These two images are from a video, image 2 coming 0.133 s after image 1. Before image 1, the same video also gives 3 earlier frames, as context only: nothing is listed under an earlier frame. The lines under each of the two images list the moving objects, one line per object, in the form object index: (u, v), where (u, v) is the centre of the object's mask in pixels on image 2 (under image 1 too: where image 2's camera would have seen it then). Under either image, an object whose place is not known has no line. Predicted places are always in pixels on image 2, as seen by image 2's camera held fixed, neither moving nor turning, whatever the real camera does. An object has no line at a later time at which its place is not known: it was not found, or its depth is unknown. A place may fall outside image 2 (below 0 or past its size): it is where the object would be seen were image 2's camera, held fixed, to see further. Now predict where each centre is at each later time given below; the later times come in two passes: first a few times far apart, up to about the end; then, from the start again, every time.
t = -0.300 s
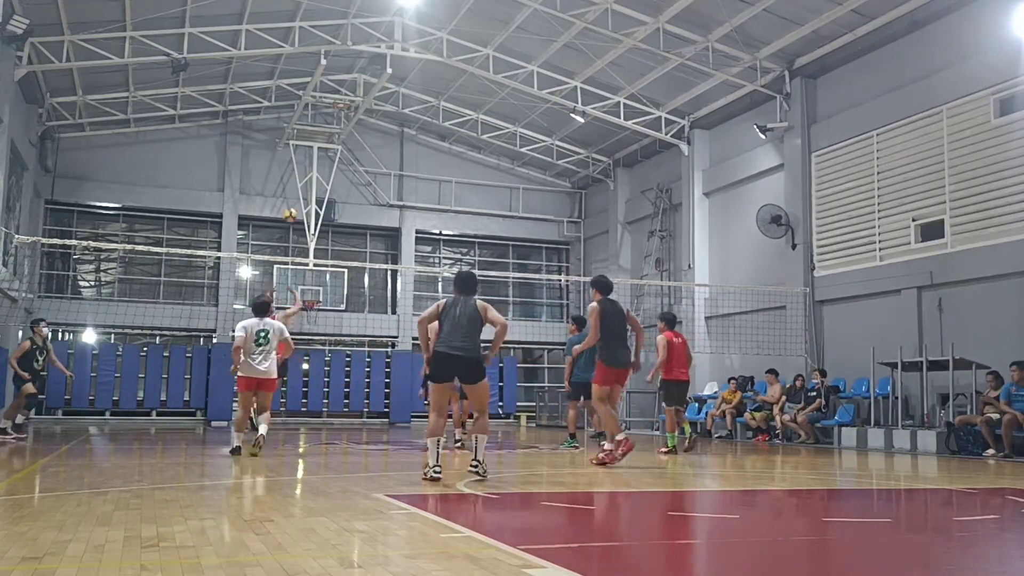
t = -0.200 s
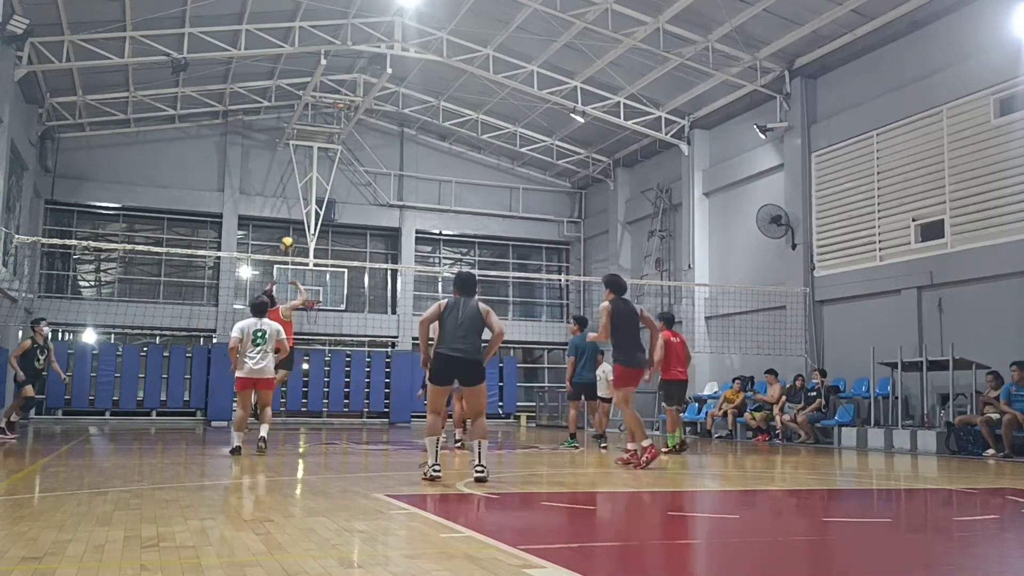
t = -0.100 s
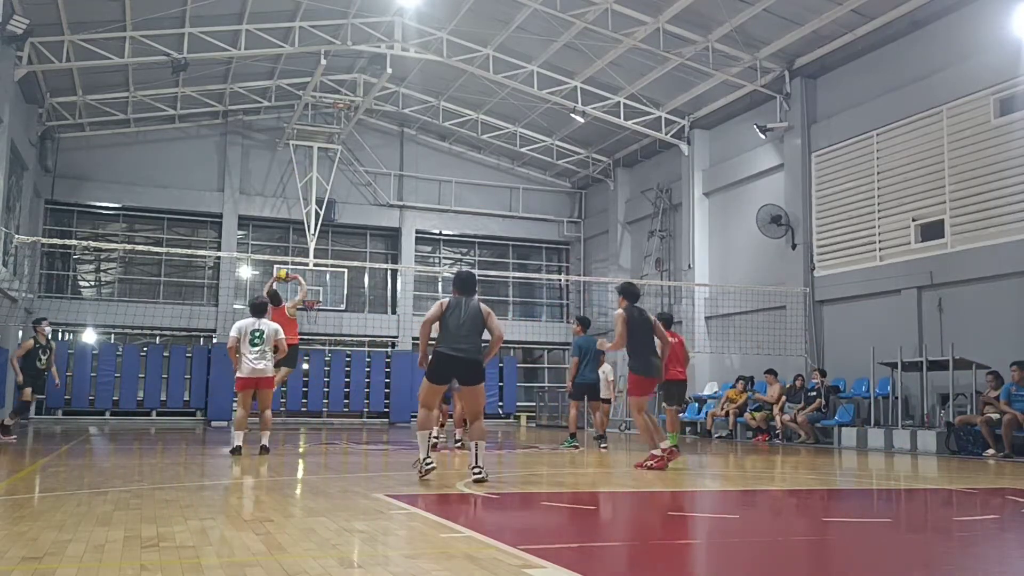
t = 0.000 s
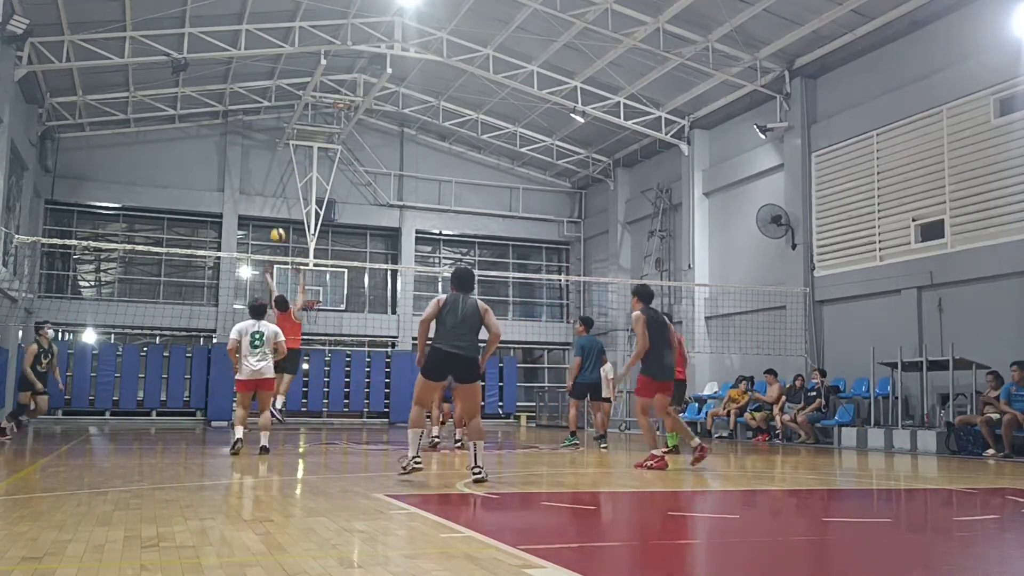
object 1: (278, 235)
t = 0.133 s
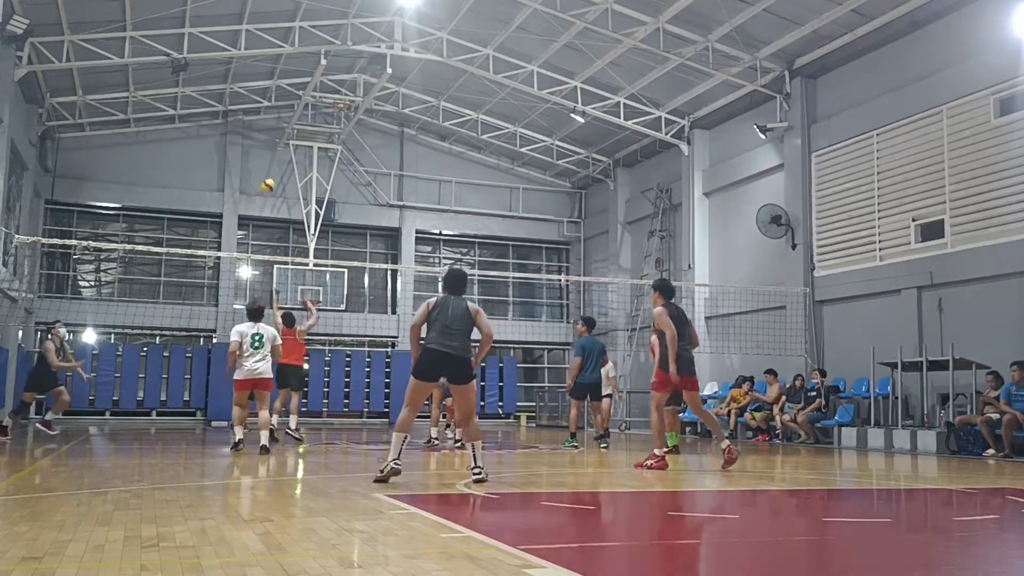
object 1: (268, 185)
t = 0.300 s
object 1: (254, 138)
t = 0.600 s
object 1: (225, 102)
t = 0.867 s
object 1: (194, 121)
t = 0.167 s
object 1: (265, 175)
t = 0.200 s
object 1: (262, 165)
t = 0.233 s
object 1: (260, 155)
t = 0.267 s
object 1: (256, 147)
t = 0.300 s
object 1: (254, 138)
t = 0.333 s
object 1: (251, 131)
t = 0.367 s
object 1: (247, 125)
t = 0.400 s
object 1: (244, 120)
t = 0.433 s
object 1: (241, 115)
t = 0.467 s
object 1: (238, 111)
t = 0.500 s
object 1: (235, 108)
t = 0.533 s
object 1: (231, 104)
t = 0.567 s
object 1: (228, 103)
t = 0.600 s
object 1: (225, 102)
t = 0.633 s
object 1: (221, 102)
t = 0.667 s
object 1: (217, 102)
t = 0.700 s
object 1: (213, 103)
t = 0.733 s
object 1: (210, 105)
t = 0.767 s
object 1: (205, 108)
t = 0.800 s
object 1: (202, 112)
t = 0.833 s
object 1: (198, 116)
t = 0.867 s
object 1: (194, 121)
